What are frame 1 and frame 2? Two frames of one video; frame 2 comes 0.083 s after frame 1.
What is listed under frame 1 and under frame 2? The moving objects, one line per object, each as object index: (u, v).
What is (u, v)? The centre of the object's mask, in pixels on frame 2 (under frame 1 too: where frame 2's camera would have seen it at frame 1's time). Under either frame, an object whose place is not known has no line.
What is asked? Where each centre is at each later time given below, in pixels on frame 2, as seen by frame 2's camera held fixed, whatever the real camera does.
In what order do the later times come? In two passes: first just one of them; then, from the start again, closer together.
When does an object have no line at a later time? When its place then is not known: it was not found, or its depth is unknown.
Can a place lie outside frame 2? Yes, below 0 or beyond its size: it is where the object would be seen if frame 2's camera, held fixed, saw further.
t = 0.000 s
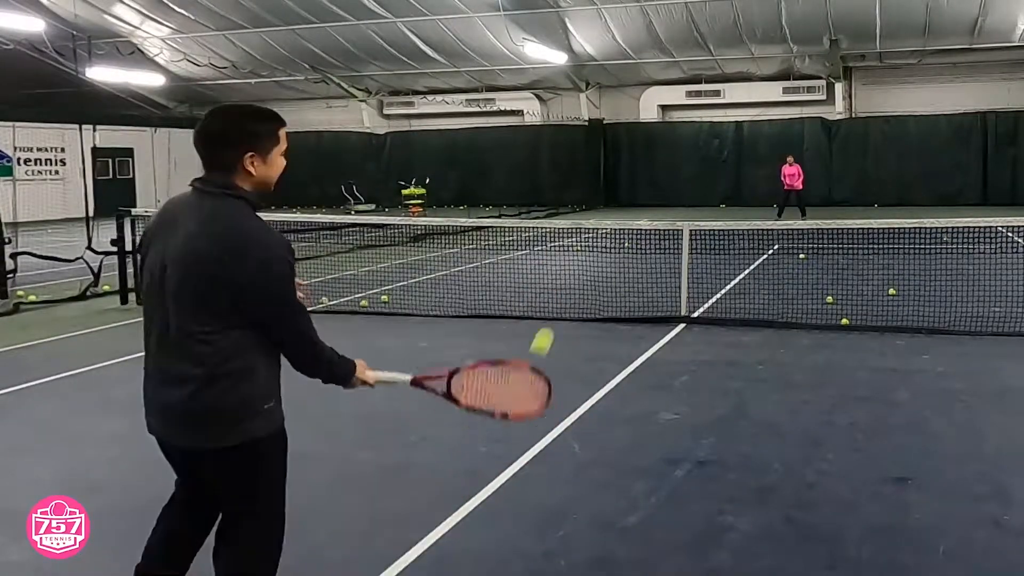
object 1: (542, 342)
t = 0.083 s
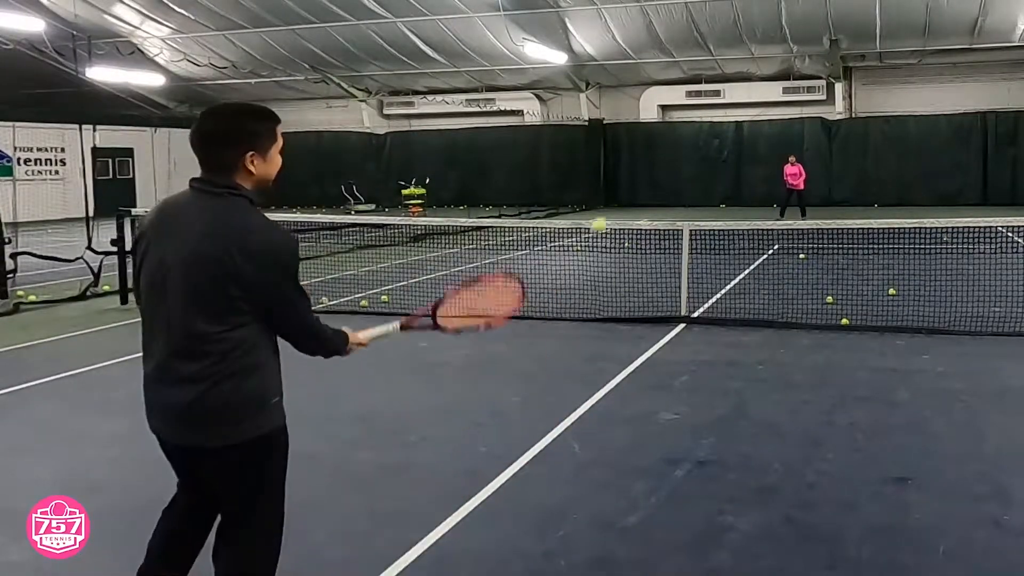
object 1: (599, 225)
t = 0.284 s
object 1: (659, 139)
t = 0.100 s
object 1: (607, 211)
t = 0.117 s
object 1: (614, 199)
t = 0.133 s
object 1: (620, 188)
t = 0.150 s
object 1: (626, 179)
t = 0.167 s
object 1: (631, 171)
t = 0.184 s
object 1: (636, 164)
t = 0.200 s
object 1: (641, 158)
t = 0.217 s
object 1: (645, 153)
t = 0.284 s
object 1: (659, 139)
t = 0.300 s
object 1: (662, 137)
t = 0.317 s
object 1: (665, 136)
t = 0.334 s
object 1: (667, 134)
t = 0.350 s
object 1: (670, 134)
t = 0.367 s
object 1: (672, 133)
